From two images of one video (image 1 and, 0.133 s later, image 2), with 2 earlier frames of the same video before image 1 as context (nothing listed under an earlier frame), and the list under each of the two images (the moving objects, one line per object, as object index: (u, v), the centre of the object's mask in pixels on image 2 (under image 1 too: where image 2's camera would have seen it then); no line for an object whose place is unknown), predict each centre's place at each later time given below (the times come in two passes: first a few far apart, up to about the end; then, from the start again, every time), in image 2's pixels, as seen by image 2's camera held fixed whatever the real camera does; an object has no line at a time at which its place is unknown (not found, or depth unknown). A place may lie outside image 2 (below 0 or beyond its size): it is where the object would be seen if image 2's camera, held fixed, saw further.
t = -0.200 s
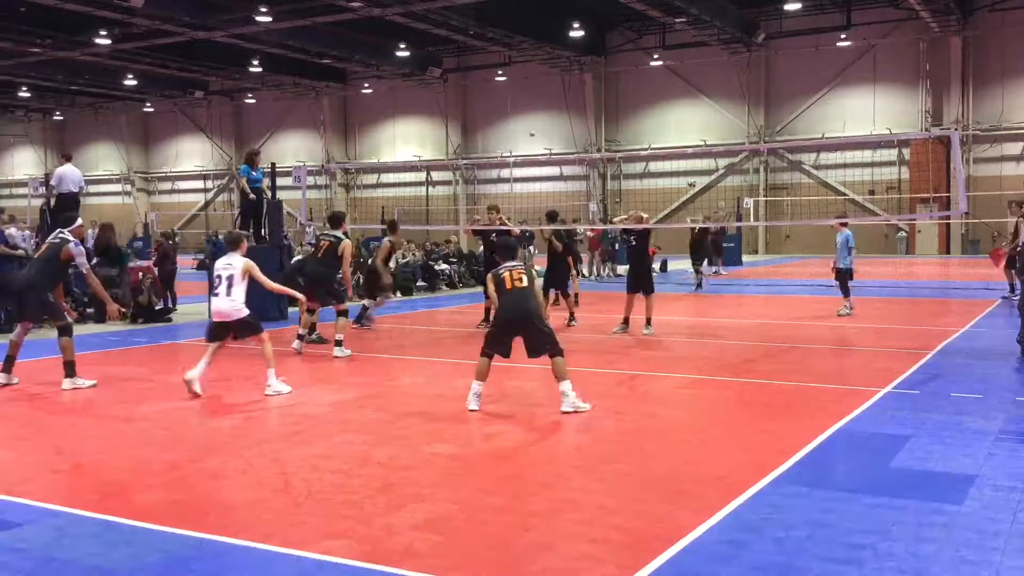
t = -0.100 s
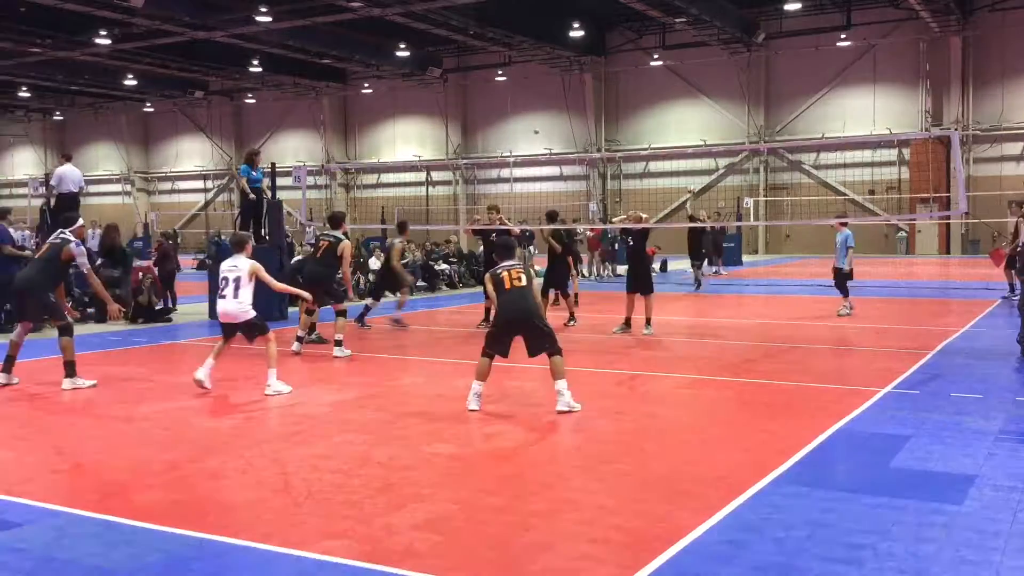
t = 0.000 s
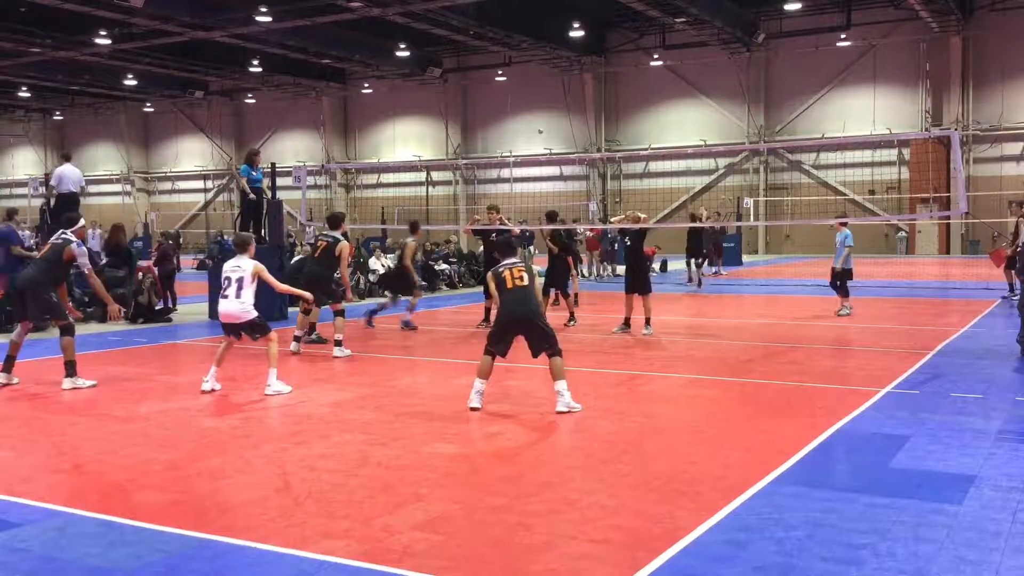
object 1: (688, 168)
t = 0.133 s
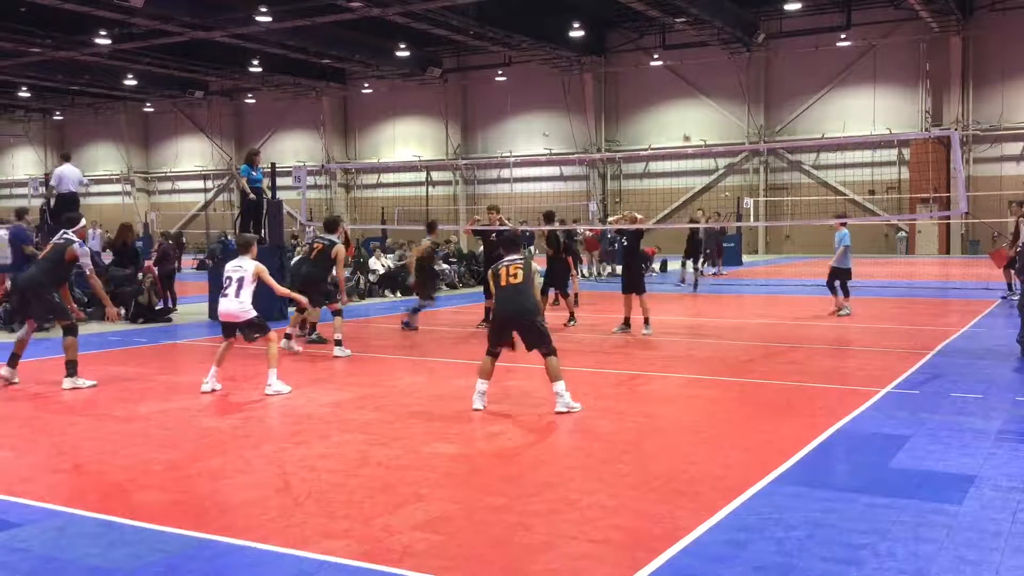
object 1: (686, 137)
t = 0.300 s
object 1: (683, 104)
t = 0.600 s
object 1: (677, 74)
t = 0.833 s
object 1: (670, 89)
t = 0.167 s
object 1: (685, 132)
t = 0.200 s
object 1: (685, 124)
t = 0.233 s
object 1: (684, 118)
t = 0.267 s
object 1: (683, 111)
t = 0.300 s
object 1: (683, 104)
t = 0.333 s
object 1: (683, 98)
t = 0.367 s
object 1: (683, 93)
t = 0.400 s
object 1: (682, 89)
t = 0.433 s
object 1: (681, 85)
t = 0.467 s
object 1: (680, 81)
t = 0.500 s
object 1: (679, 79)
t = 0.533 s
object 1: (679, 77)
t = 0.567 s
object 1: (678, 74)
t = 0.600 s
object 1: (677, 74)
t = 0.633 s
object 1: (677, 74)
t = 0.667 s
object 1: (676, 73)
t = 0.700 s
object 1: (674, 75)
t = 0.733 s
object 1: (674, 76)
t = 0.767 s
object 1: (672, 78)
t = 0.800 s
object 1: (671, 84)
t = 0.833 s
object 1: (670, 89)
